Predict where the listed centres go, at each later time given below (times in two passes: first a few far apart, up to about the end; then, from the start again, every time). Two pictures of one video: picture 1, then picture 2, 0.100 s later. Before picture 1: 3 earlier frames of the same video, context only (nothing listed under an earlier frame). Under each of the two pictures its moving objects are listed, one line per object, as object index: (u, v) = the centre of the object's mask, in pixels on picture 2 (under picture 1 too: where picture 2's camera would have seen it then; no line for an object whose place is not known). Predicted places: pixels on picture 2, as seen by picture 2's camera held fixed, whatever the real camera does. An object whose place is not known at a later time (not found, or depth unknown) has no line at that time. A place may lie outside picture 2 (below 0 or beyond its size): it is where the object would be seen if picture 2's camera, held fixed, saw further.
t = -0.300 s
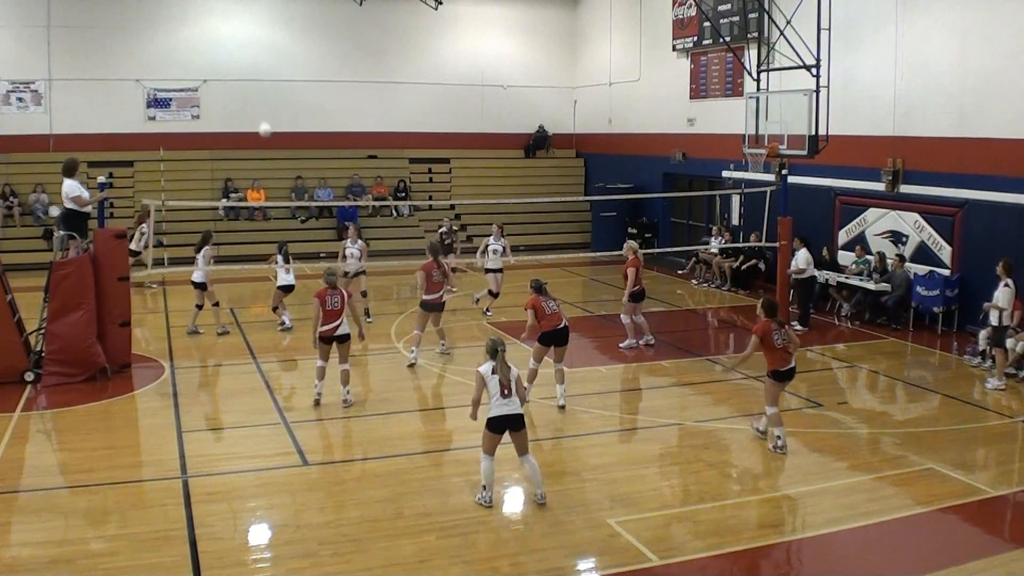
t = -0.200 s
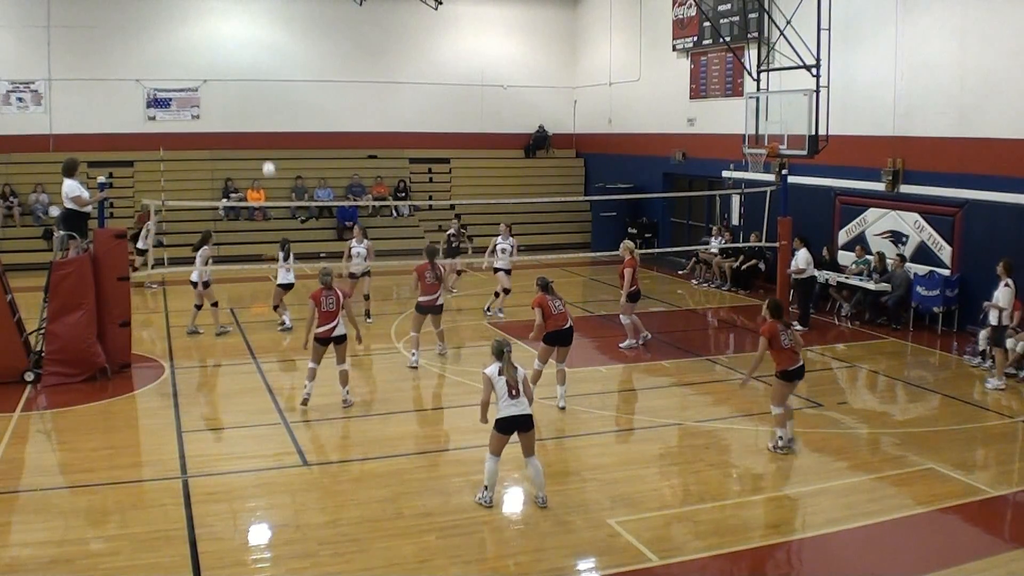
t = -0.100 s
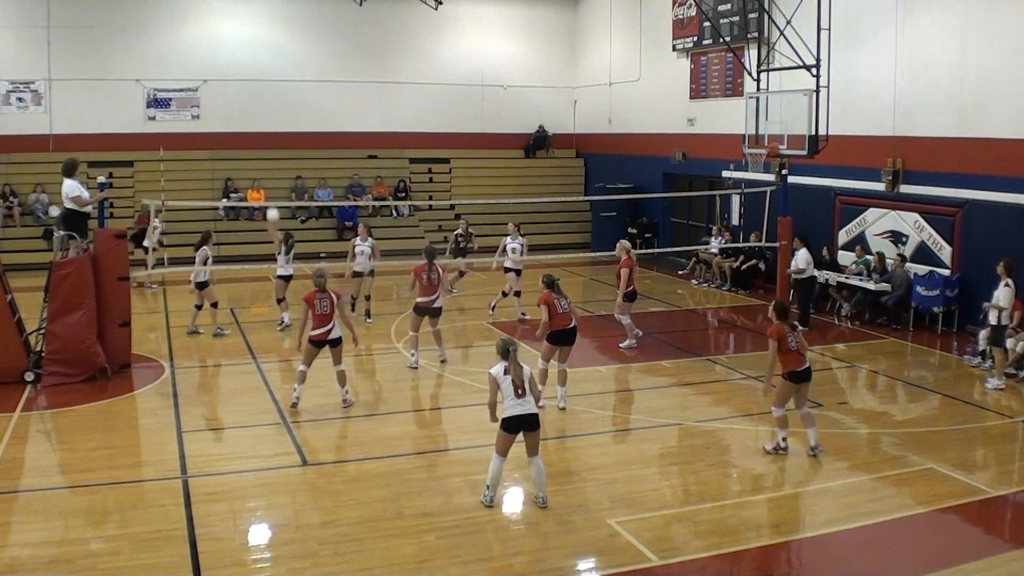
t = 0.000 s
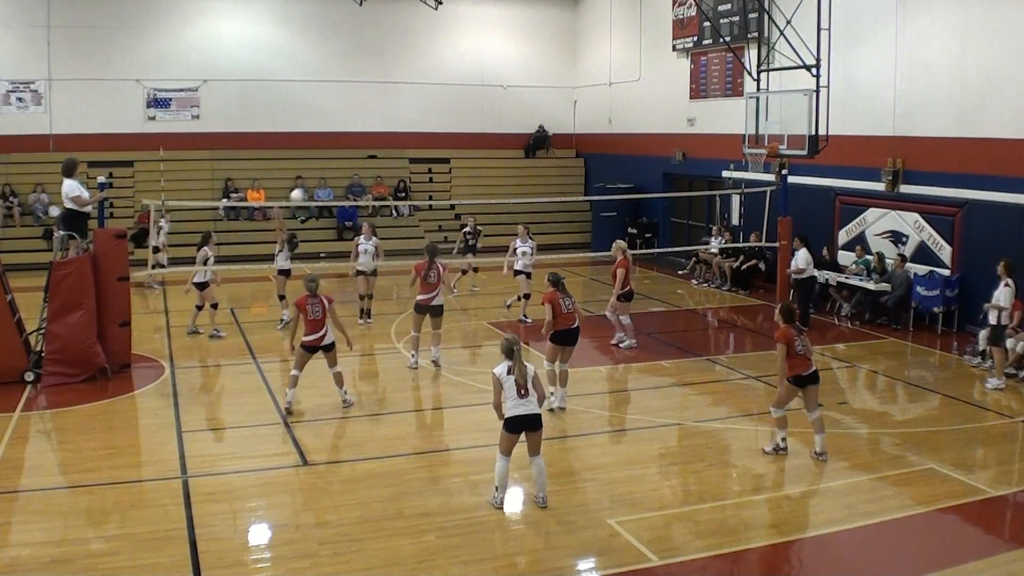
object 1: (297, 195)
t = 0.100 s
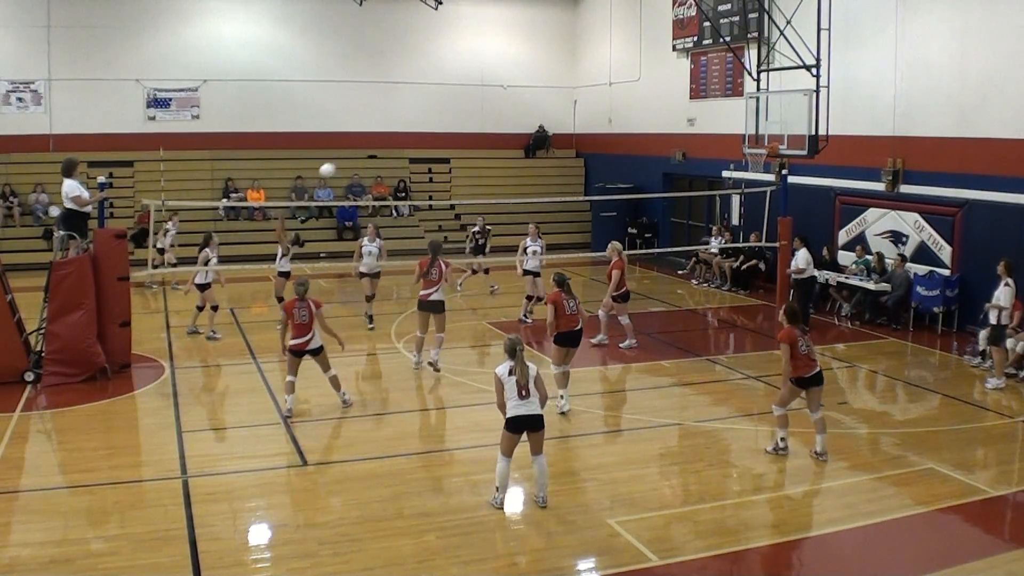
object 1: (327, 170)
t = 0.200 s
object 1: (360, 151)
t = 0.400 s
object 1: (435, 132)
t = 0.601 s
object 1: (524, 145)
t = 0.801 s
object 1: (627, 201)
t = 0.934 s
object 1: (703, 267)
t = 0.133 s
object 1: (338, 162)
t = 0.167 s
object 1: (349, 156)
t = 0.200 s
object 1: (360, 151)
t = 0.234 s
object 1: (372, 147)
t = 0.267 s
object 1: (384, 141)
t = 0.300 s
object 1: (396, 138)
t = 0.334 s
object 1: (408, 135)
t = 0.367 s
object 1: (422, 133)
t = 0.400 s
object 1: (435, 132)
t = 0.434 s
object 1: (449, 132)
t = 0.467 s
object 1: (463, 132)
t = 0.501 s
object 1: (478, 134)
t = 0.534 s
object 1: (493, 137)
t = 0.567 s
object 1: (508, 140)
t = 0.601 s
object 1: (524, 145)
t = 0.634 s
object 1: (540, 151)
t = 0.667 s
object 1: (557, 158)
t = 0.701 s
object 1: (573, 167)
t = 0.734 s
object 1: (591, 177)
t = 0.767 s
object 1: (608, 187)
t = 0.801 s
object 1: (627, 201)
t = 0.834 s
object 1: (646, 215)
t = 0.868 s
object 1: (664, 231)
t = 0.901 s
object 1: (683, 247)
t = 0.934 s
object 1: (703, 267)
